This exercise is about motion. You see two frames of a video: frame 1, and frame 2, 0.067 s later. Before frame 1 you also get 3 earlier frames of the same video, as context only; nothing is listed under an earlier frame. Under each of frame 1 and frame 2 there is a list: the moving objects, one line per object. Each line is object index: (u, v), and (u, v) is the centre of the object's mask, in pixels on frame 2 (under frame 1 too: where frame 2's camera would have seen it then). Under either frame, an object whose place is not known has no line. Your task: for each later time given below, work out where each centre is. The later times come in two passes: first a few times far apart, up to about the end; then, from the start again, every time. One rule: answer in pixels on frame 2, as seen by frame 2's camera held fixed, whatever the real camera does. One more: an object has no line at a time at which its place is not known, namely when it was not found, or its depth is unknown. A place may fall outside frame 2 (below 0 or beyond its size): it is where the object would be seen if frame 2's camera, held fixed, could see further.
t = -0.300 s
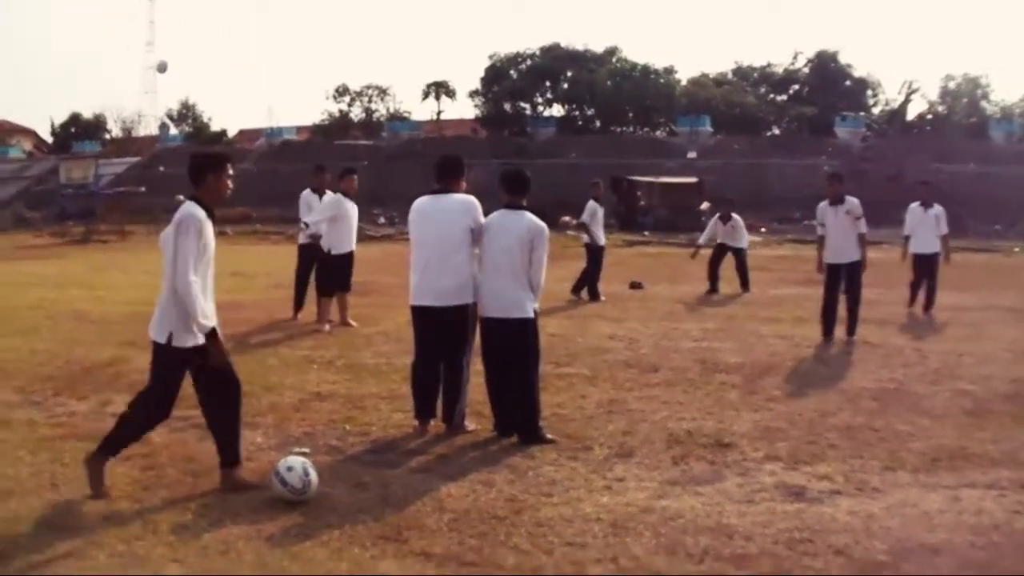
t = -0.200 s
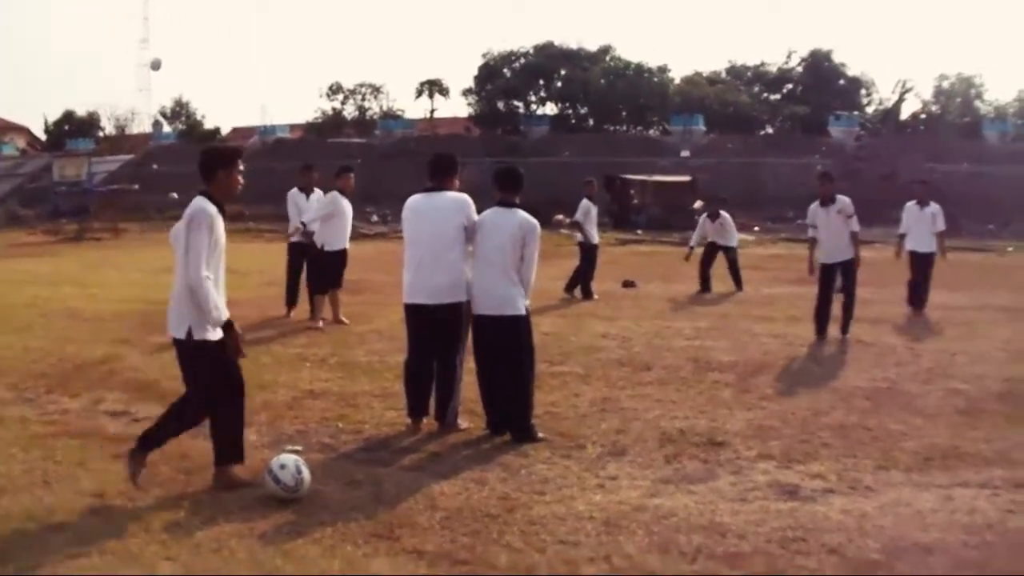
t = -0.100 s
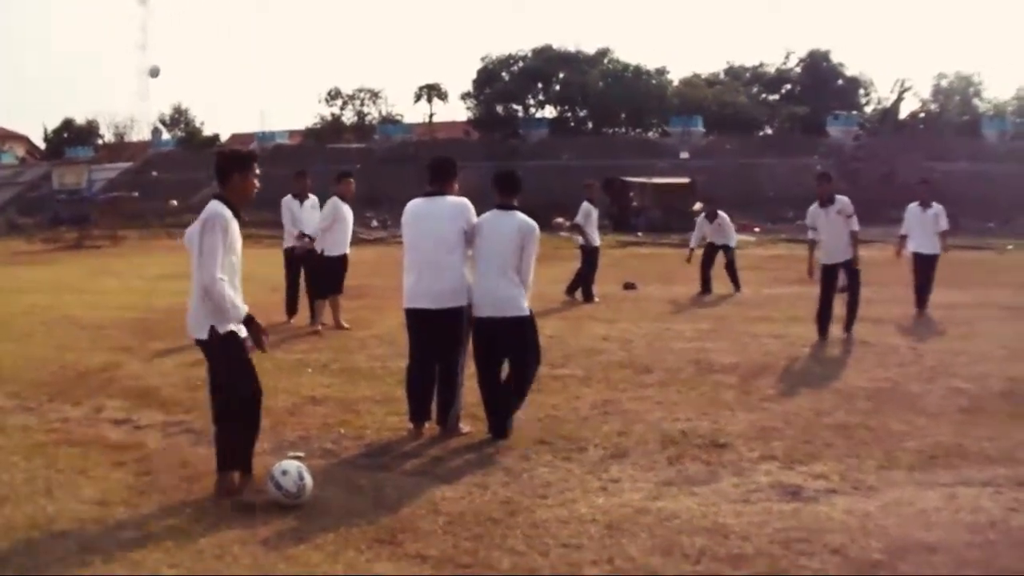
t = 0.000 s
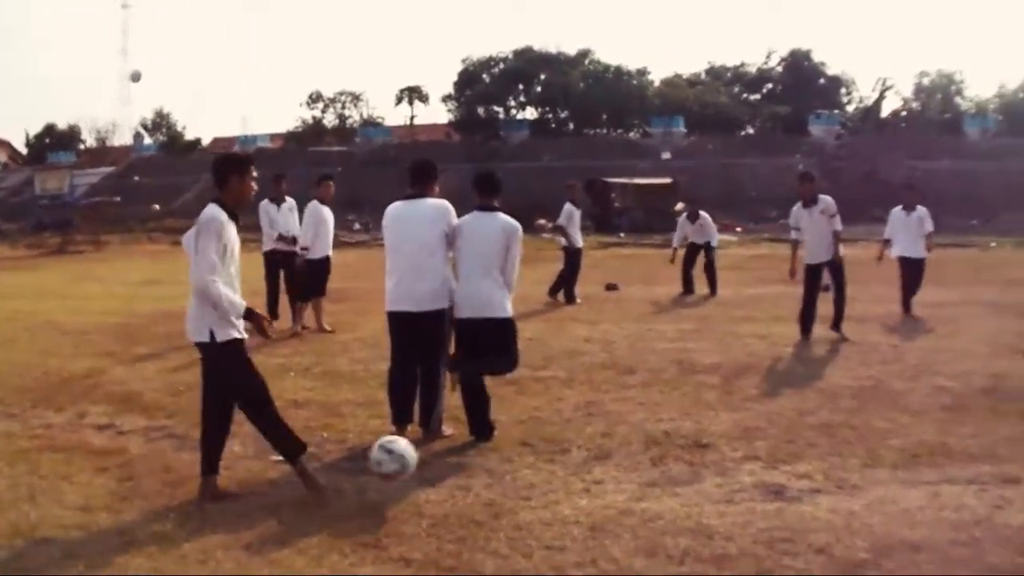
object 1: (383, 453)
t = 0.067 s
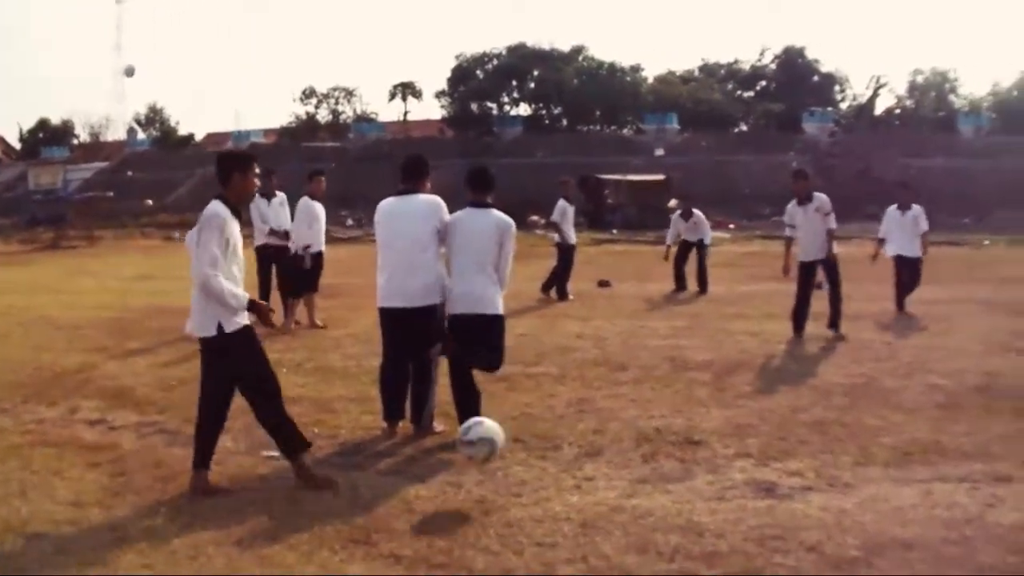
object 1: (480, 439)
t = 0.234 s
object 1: (702, 435)
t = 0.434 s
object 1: (899, 431)
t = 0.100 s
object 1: (528, 435)
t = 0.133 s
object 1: (574, 432)
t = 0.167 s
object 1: (618, 431)
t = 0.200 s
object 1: (660, 432)
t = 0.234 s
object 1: (702, 435)
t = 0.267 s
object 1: (742, 440)
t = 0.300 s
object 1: (781, 447)
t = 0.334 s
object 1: (818, 456)
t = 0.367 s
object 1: (847, 450)
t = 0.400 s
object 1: (872, 440)
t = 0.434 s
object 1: (899, 431)
